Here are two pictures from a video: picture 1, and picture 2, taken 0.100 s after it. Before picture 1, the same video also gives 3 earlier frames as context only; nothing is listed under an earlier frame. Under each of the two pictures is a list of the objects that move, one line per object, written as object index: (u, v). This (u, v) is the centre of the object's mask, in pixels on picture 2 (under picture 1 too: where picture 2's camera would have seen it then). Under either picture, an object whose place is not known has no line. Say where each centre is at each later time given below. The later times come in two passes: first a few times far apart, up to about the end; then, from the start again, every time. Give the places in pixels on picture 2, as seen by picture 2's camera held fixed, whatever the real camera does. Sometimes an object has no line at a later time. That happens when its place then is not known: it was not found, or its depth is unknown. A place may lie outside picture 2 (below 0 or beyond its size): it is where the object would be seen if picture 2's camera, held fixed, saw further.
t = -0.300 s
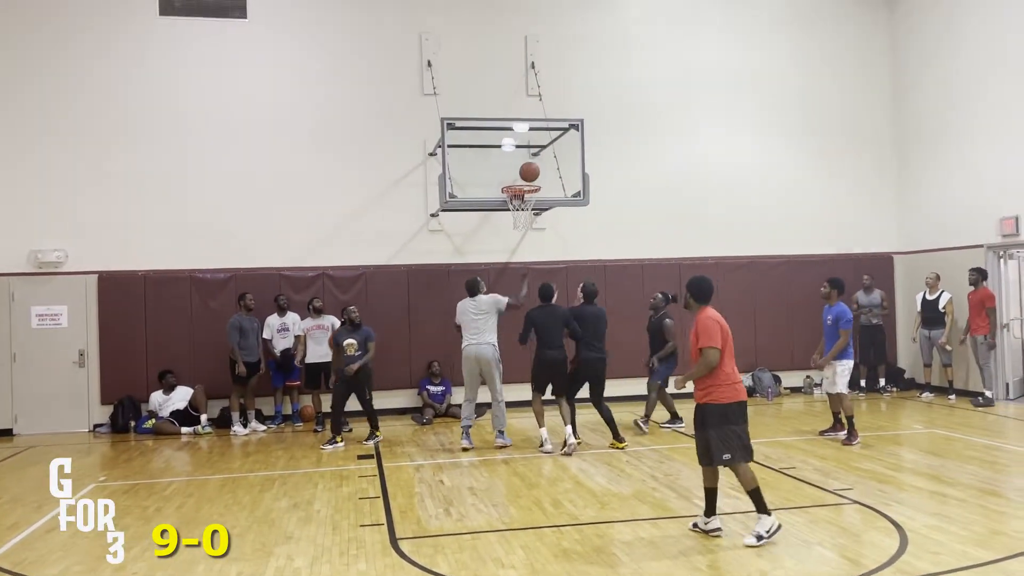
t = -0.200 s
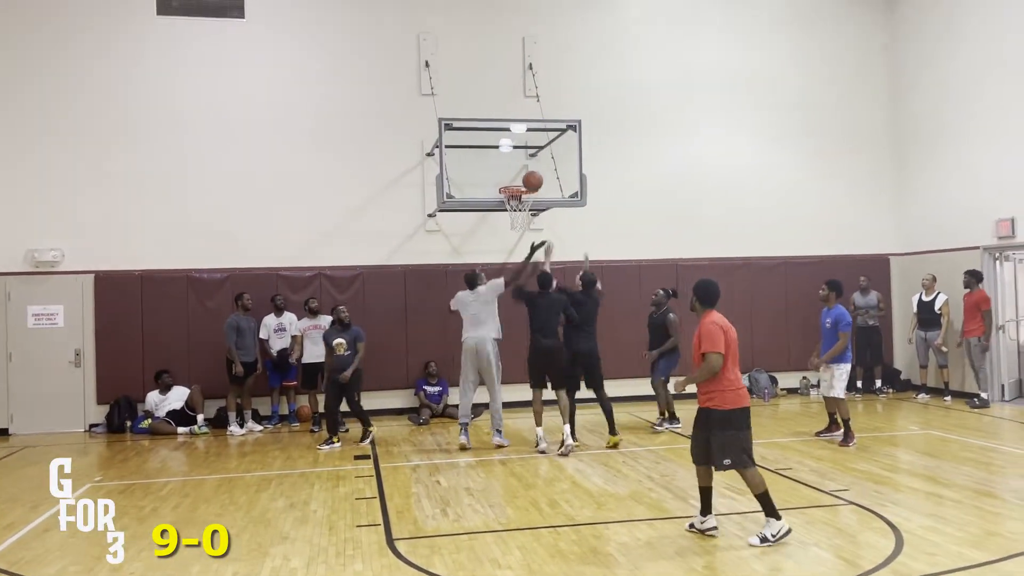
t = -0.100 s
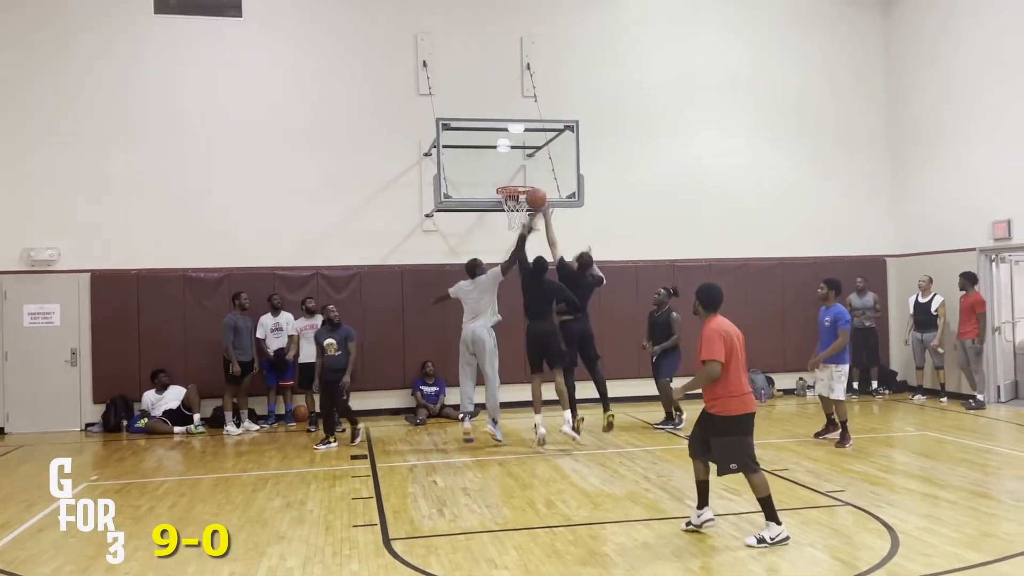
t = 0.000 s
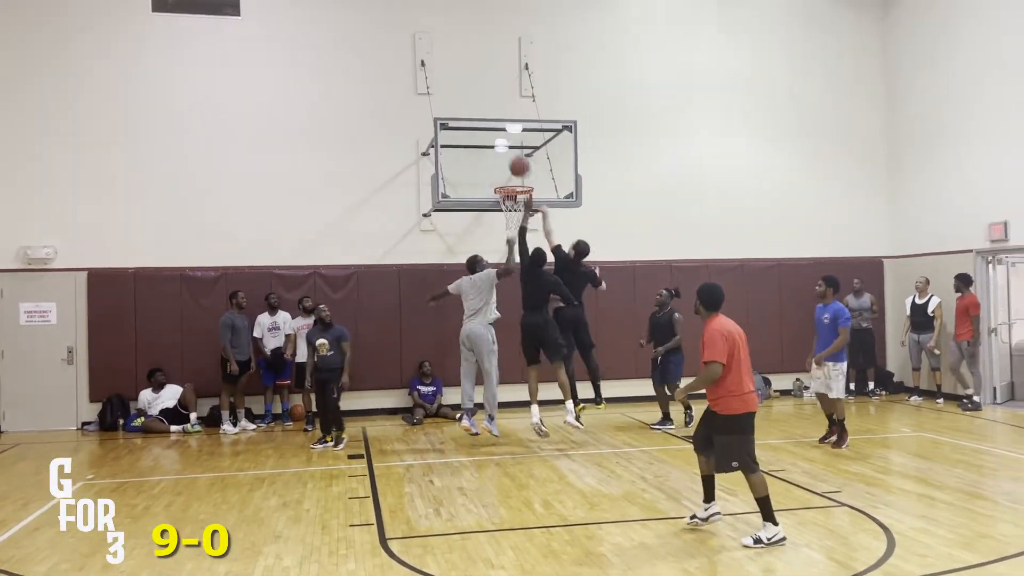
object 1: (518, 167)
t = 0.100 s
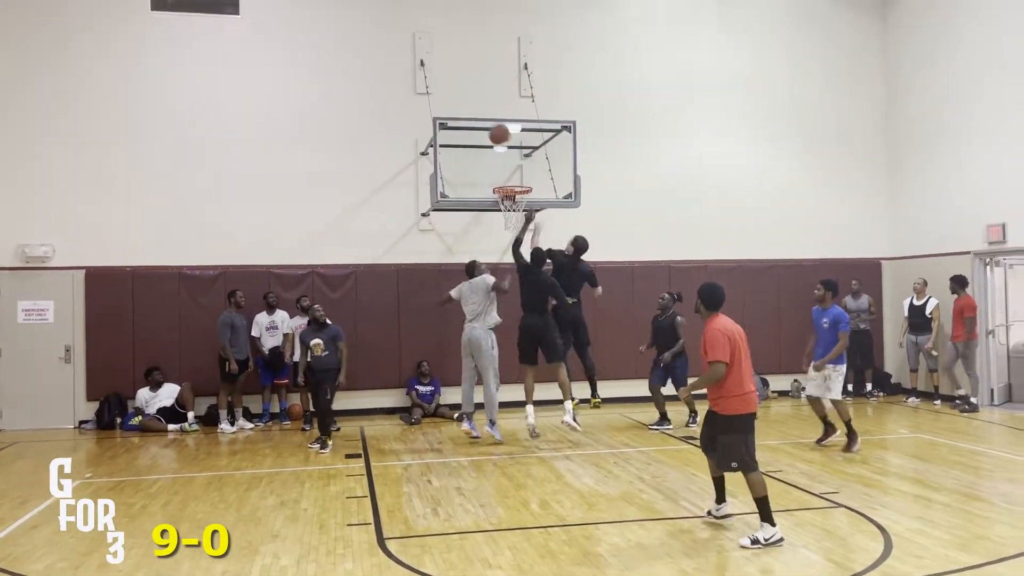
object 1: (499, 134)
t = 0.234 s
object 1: (474, 105)
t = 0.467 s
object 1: (429, 91)
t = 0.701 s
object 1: (388, 127)
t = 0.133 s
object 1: (493, 125)
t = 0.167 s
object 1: (486, 117)
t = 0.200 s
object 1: (480, 111)
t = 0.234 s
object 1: (474, 105)
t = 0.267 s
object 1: (467, 100)
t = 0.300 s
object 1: (461, 96)
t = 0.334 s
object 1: (455, 93)
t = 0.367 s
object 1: (448, 91)
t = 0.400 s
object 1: (442, 90)
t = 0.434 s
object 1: (436, 91)
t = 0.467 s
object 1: (429, 91)
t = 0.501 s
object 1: (423, 93)
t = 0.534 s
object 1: (417, 97)
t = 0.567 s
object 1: (411, 101)
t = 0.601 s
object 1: (405, 106)
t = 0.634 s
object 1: (399, 112)
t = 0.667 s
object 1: (393, 119)
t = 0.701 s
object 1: (388, 127)
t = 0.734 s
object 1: (382, 137)
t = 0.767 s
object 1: (376, 147)
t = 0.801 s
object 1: (371, 158)
